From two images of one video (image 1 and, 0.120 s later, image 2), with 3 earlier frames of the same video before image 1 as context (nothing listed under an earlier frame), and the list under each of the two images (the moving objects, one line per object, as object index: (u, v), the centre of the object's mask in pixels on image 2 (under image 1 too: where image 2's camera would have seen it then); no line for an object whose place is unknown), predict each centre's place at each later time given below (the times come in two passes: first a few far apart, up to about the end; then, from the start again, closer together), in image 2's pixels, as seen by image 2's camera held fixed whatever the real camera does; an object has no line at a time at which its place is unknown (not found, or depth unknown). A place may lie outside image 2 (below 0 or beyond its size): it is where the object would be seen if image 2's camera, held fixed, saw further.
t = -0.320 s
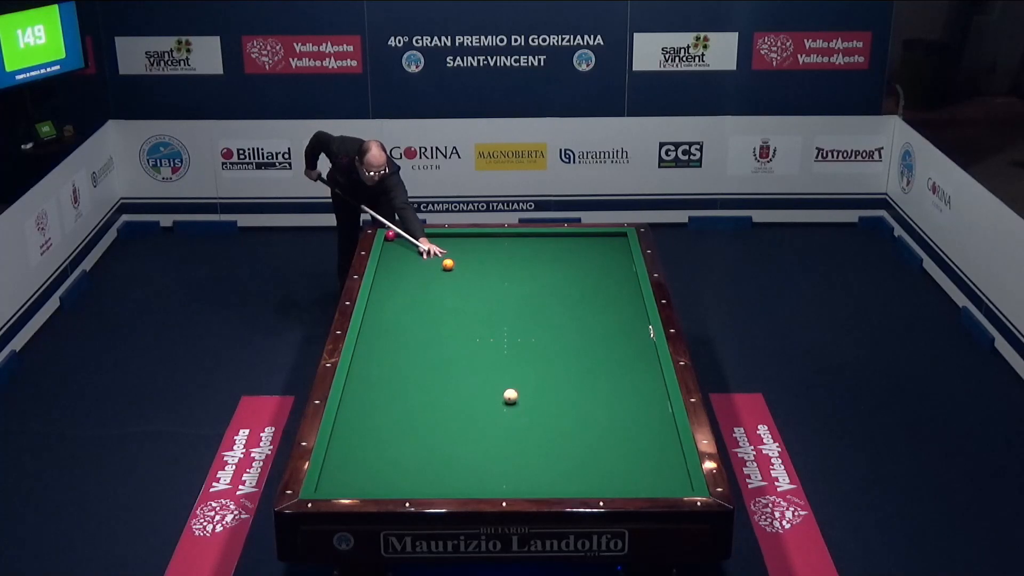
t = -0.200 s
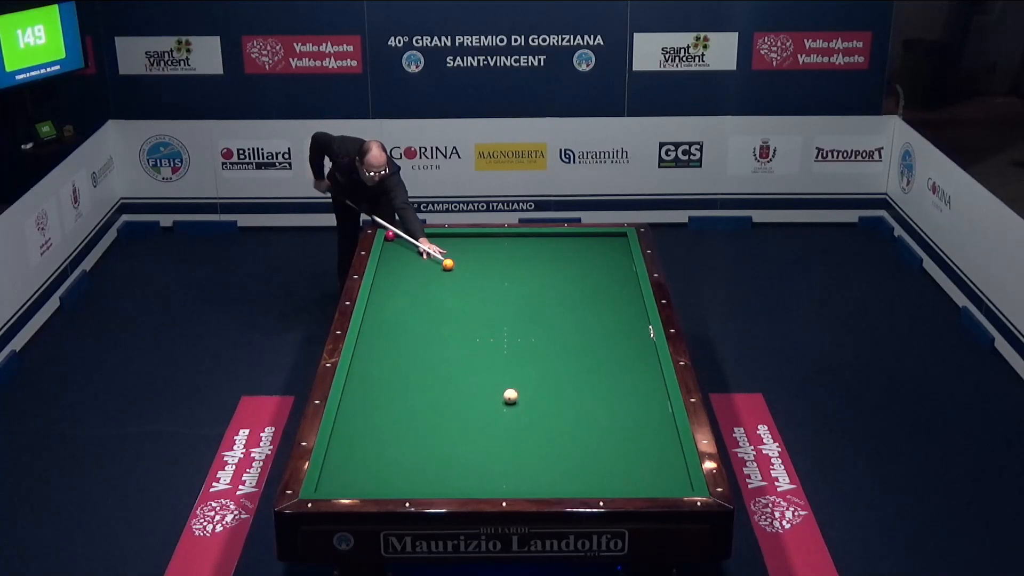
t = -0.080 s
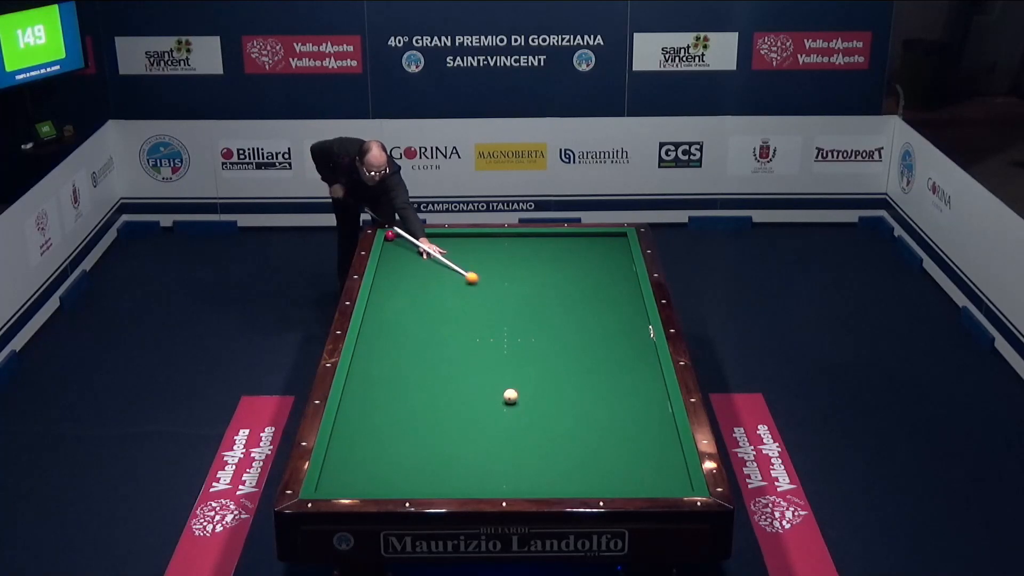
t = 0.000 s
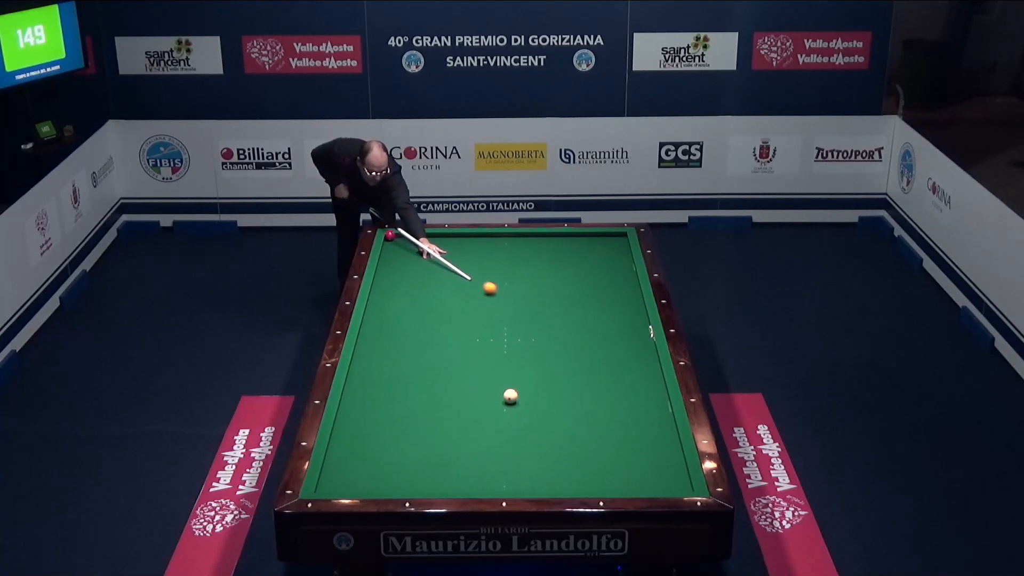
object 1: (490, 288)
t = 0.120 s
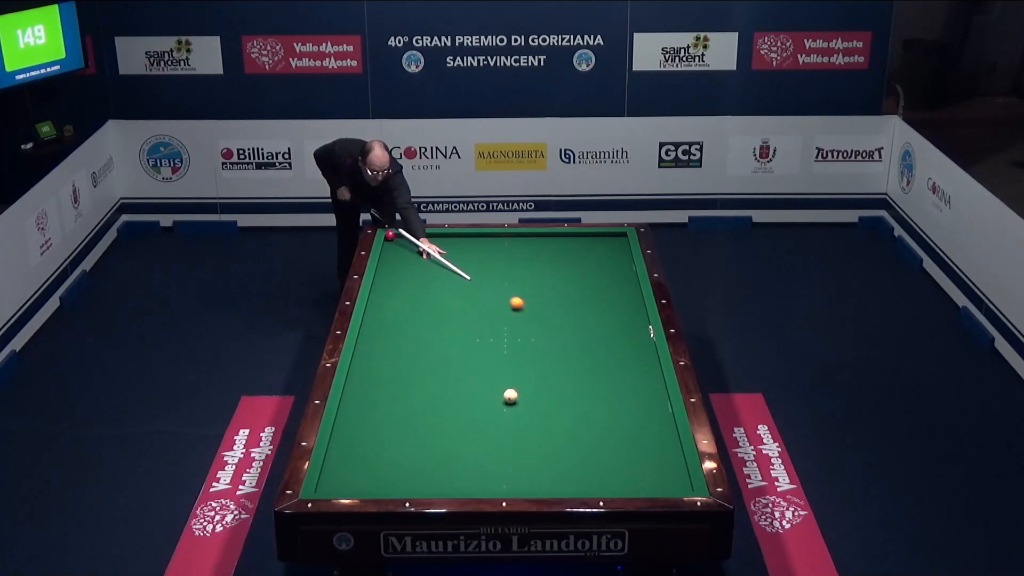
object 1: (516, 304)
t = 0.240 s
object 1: (542, 318)
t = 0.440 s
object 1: (587, 342)
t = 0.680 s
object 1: (645, 374)
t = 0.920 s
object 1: (633, 402)
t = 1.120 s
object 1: (615, 426)
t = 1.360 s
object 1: (592, 457)
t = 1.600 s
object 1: (568, 487)
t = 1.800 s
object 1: (561, 471)
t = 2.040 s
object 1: (552, 455)
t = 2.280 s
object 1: (543, 440)
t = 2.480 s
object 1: (536, 429)
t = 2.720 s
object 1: (529, 416)
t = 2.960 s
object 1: (522, 404)
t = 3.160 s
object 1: (523, 398)
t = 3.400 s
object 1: (527, 393)
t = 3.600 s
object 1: (529, 389)
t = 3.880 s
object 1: (533, 383)
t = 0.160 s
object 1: (525, 308)
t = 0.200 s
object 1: (534, 313)
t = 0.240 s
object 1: (542, 318)
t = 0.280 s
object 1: (551, 323)
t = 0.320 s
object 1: (560, 328)
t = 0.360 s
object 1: (569, 332)
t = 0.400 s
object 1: (577, 337)
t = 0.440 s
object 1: (587, 342)
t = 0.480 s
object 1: (596, 347)
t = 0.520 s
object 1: (605, 352)
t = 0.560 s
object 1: (615, 357)
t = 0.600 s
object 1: (625, 363)
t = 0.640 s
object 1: (634, 368)
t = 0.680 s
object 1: (645, 374)
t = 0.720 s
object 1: (655, 379)
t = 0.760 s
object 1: (656, 384)
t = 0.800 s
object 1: (650, 388)
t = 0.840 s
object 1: (643, 393)
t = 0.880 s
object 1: (638, 397)
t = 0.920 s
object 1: (633, 402)
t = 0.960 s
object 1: (629, 406)
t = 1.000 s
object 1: (625, 411)
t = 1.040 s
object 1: (622, 416)
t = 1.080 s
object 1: (618, 421)
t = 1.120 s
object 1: (615, 426)
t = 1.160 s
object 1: (611, 431)
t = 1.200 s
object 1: (608, 436)
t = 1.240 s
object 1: (604, 441)
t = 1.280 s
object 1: (600, 446)
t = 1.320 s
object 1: (596, 452)
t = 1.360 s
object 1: (592, 457)
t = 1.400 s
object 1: (589, 463)
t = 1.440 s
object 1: (585, 468)
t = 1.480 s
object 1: (581, 474)
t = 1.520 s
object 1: (577, 479)
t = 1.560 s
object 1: (572, 484)
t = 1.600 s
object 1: (568, 487)
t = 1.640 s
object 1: (567, 484)
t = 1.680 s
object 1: (565, 481)
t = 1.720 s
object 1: (564, 477)
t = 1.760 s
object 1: (563, 474)
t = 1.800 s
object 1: (561, 471)
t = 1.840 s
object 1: (559, 468)
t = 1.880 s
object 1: (558, 465)
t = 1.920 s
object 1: (556, 462)
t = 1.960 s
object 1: (555, 460)
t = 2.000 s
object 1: (553, 457)
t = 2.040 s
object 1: (552, 455)
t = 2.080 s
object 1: (551, 452)
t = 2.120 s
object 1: (549, 450)
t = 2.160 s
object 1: (547, 447)
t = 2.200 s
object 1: (546, 445)
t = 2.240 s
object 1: (545, 442)
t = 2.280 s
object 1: (543, 440)
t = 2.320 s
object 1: (542, 438)
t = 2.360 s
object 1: (540, 435)
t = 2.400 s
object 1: (539, 433)
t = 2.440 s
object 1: (538, 431)
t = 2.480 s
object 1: (536, 429)
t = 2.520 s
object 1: (535, 426)
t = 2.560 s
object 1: (534, 424)
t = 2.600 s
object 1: (532, 422)
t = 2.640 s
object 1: (531, 420)
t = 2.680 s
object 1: (530, 418)
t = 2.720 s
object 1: (529, 416)
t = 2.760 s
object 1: (528, 414)
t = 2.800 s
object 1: (527, 411)
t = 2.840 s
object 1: (525, 410)
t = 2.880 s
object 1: (524, 407)
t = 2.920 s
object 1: (523, 406)
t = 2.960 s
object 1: (522, 404)
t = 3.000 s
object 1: (521, 402)
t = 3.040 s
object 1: (521, 401)
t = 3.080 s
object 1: (522, 400)
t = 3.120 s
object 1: (523, 399)
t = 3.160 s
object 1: (523, 398)
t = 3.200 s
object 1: (524, 397)
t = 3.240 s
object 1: (525, 396)
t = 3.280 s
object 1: (525, 396)
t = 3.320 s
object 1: (526, 395)
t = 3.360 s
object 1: (526, 394)
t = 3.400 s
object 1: (527, 393)
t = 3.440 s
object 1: (527, 392)
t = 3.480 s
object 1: (528, 391)
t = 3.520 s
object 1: (528, 390)
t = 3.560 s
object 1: (529, 389)
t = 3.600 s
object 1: (529, 389)
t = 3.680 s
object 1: (530, 388)
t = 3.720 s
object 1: (531, 387)
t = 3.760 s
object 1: (531, 386)
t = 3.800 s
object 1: (532, 385)
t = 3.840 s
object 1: (532, 384)
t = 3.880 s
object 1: (533, 383)
